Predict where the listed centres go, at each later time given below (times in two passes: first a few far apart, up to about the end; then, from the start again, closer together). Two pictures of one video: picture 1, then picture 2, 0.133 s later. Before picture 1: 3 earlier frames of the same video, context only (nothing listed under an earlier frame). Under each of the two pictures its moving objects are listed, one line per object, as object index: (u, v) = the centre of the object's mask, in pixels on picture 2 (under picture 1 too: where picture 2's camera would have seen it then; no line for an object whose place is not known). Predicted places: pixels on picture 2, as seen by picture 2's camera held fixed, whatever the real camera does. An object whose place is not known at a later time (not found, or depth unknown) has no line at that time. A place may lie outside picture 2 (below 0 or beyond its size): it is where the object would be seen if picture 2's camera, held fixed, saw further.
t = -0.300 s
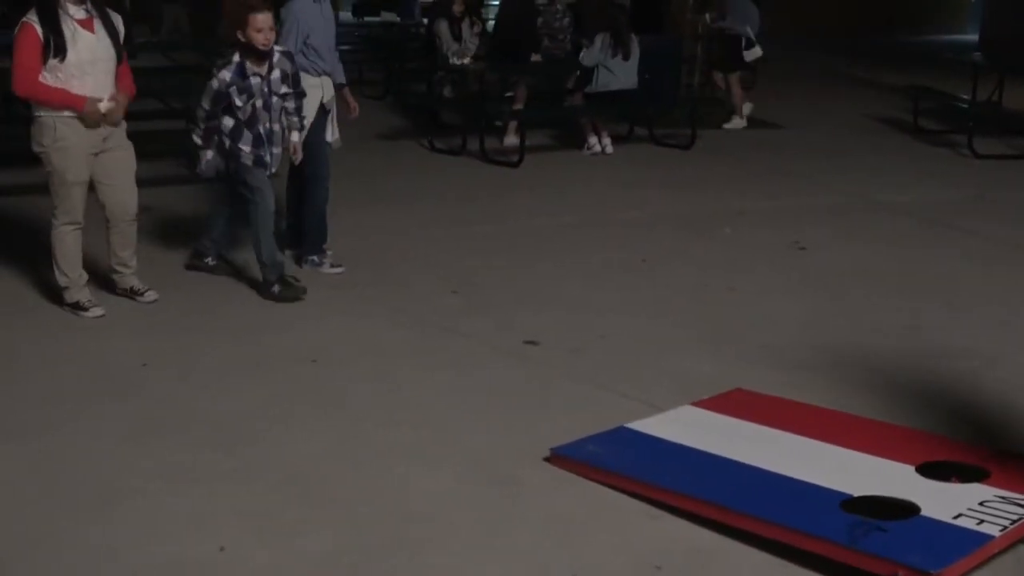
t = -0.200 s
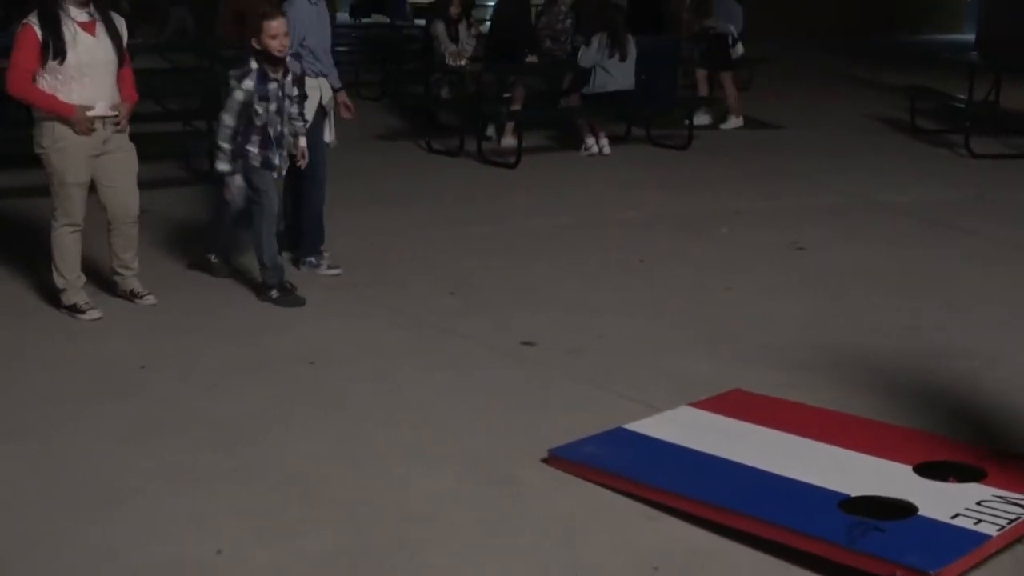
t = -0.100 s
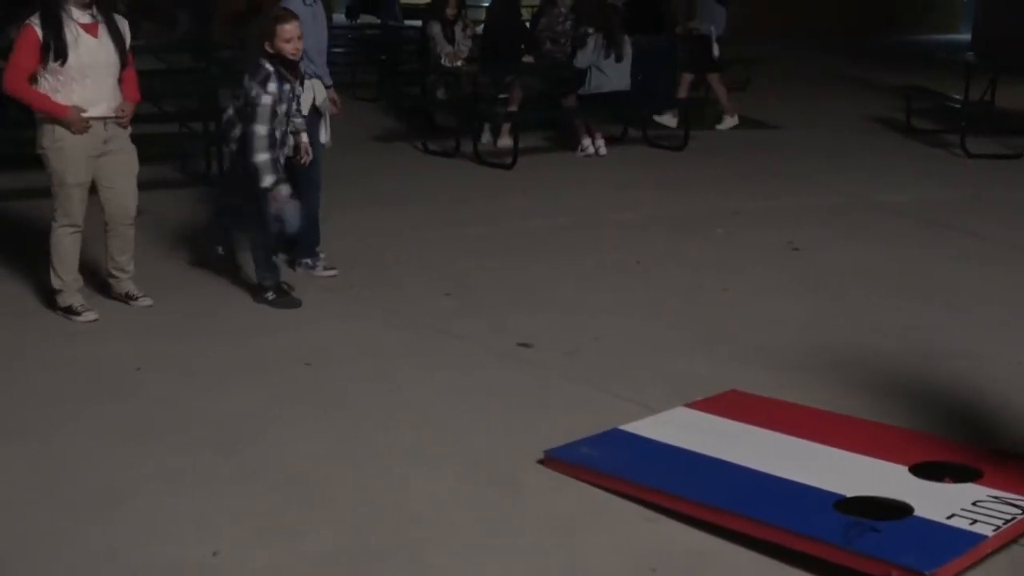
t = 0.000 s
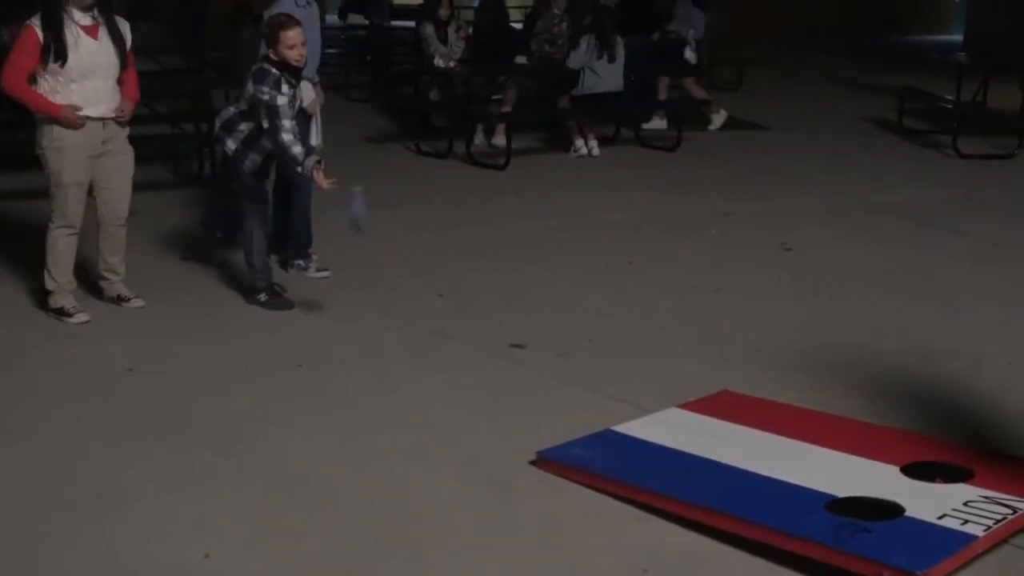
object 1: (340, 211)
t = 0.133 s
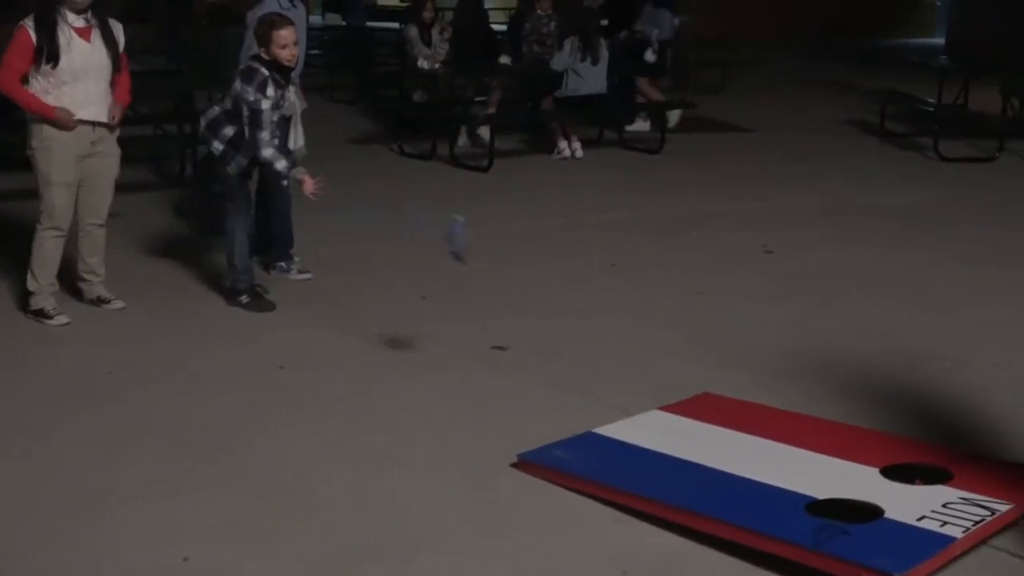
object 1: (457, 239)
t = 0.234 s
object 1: (559, 304)
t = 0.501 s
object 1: (856, 491)
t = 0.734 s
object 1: (912, 515)
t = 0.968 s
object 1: (913, 515)
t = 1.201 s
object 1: (914, 515)
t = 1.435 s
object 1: (914, 515)
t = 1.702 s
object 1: (914, 515)
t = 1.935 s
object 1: (915, 515)
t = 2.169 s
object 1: (913, 515)
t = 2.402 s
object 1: (911, 515)
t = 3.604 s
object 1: (911, 515)
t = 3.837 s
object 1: (911, 515)
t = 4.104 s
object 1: (912, 515)
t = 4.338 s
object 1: (912, 515)
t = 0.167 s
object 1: (489, 254)
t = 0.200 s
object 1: (524, 275)
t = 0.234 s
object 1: (559, 304)
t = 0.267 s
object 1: (599, 334)
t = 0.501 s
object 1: (856, 491)
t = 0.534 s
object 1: (882, 495)
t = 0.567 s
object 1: (897, 497)
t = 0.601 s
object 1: (906, 502)
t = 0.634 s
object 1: (910, 510)
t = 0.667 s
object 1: (910, 513)
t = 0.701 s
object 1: (911, 514)
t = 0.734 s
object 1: (912, 515)
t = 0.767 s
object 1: (913, 515)
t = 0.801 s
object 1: (913, 515)
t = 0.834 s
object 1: (913, 515)
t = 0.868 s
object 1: (913, 515)
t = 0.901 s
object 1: (913, 515)
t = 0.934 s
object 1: (913, 515)
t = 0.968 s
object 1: (913, 515)
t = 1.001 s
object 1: (913, 515)
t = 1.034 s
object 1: (913, 515)
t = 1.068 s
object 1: (913, 515)
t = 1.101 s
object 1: (913, 515)
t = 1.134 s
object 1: (914, 515)
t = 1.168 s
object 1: (914, 515)
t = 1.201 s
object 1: (914, 515)
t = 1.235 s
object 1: (914, 515)
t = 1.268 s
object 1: (914, 515)
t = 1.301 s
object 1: (914, 515)
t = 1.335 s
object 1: (914, 515)
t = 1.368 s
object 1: (914, 515)
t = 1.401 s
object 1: (914, 515)
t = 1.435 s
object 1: (914, 515)
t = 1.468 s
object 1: (914, 515)
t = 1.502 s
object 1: (914, 515)
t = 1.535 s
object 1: (914, 515)
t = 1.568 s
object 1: (914, 515)
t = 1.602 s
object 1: (914, 515)
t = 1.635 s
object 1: (914, 515)
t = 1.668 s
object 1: (914, 515)
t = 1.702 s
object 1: (914, 515)
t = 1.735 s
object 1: (914, 515)
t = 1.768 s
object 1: (914, 515)
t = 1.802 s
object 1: (915, 515)
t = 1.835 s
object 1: (914, 515)
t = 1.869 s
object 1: (915, 515)
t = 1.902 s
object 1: (915, 515)
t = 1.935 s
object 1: (915, 515)
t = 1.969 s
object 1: (915, 515)
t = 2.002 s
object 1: (914, 515)
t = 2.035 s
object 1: (914, 515)
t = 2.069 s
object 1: (914, 515)
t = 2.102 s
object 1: (914, 515)
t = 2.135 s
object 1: (914, 515)
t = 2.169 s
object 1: (913, 515)
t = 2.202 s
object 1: (913, 515)
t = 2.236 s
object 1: (912, 515)
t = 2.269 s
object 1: (912, 515)
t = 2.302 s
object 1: (912, 515)
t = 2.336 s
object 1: (912, 515)
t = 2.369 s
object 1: (912, 515)
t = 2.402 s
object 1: (911, 515)
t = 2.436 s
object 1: (911, 515)
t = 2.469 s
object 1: (911, 515)
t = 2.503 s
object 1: (911, 515)
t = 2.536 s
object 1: (911, 515)
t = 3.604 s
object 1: (911, 515)
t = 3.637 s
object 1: (911, 515)
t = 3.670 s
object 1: (911, 515)
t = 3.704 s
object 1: (911, 515)
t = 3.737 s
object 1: (911, 515)
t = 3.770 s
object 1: (911, 515)
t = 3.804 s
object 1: (911, 515)
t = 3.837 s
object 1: (911, 515)
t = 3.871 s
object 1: (911, 515)
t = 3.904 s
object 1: (911, 515)
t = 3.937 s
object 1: (912, 515)
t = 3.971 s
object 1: (911, 515)
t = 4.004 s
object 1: (912, 515)
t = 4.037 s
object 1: (912, 515)
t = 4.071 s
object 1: (912, 515)
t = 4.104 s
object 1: (912, 515)
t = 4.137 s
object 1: (911, 515)
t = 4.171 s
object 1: (911, 515)
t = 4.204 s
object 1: (912, 515)
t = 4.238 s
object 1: (912, 515)
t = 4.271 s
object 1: (911, 515)
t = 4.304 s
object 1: (911, 515)
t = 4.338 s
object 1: (912, 515)
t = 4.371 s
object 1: (911, 514)
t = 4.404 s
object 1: (911, 514)
